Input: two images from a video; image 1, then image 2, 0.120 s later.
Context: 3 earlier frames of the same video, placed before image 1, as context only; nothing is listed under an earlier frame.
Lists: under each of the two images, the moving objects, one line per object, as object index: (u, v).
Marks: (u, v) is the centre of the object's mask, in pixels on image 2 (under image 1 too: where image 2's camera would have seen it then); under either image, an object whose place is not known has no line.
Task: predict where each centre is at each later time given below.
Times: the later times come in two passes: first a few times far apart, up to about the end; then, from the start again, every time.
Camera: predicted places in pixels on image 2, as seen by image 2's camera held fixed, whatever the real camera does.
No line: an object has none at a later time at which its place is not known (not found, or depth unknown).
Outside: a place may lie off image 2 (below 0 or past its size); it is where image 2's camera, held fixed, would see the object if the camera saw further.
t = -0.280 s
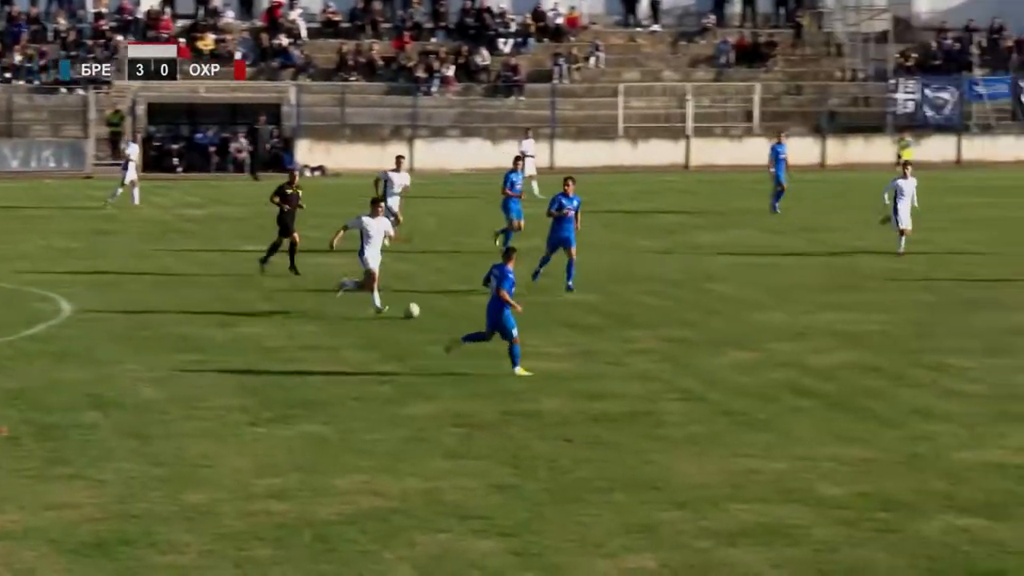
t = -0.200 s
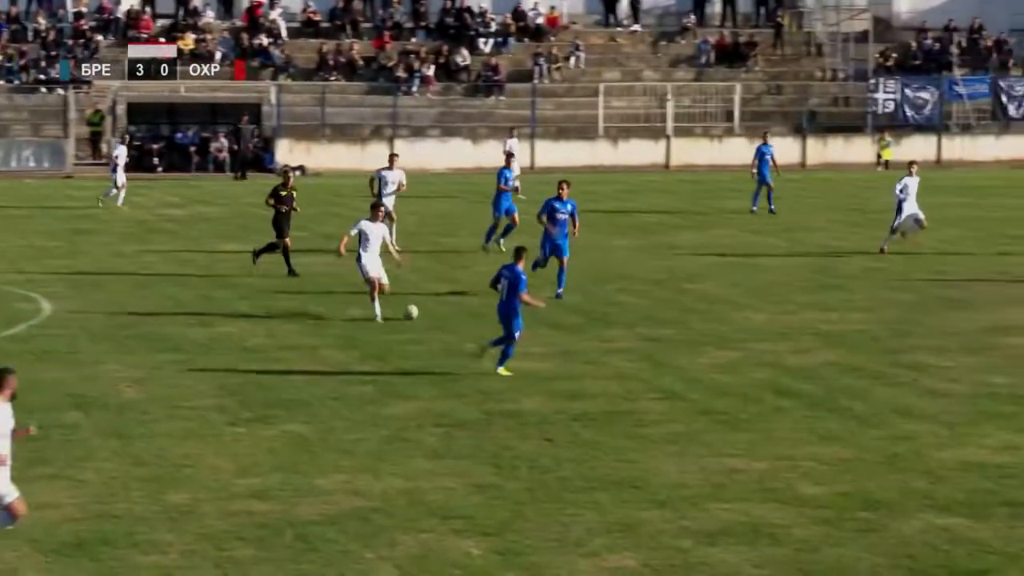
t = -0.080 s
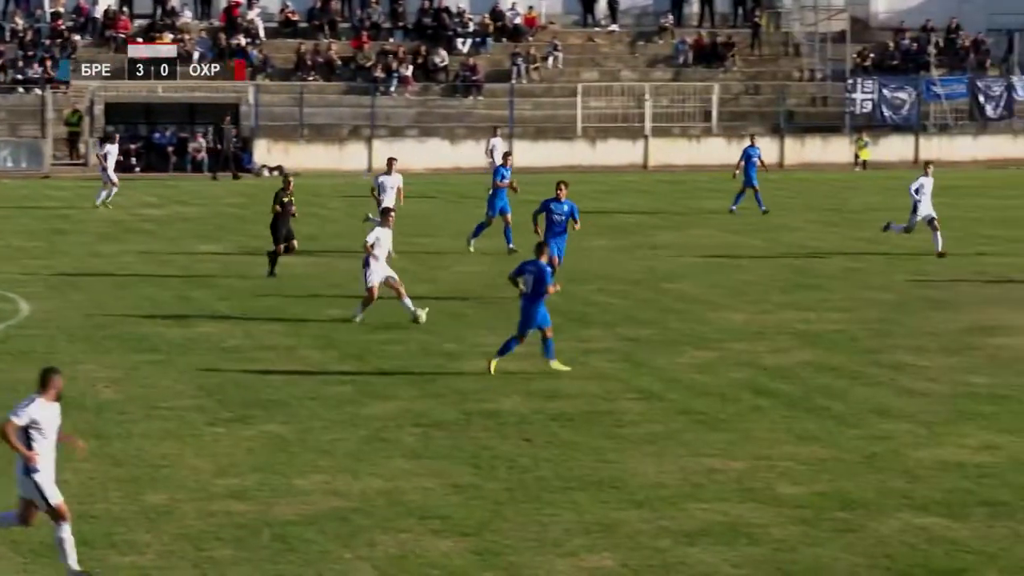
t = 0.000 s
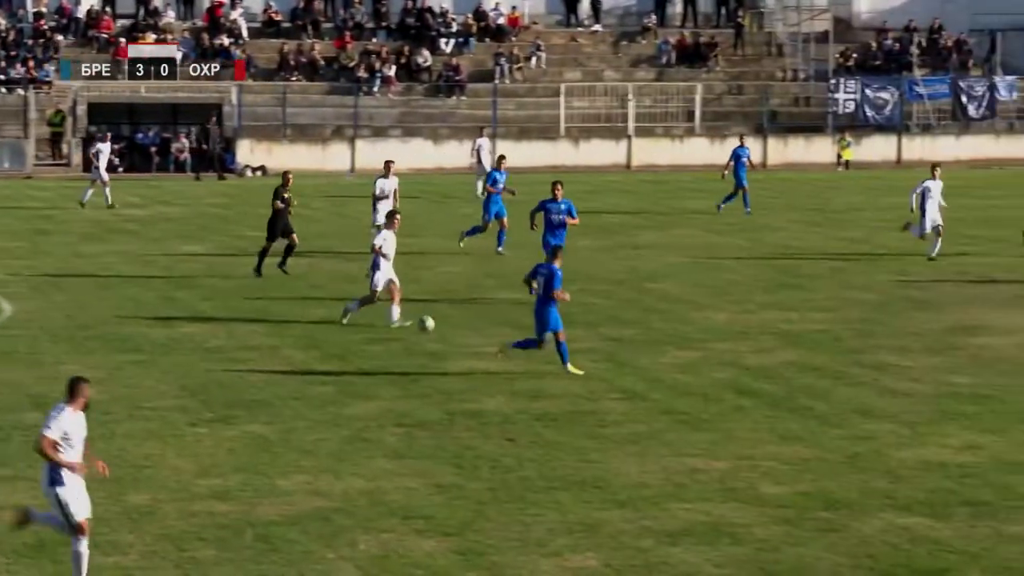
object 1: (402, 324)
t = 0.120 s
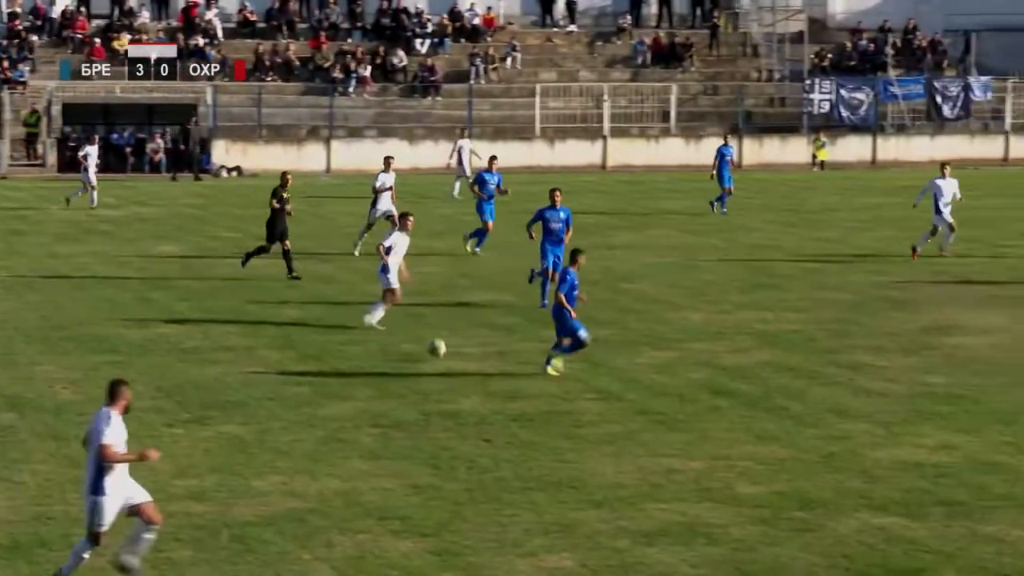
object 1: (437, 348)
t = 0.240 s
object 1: (467, 369)
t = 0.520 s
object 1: (526, 422)
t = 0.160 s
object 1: (448, 358)
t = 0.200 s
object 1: (456, 367)
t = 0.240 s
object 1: (467, 369)
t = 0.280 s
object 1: (476, 373)
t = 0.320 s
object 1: (486, 378)
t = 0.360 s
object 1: (495, 385)
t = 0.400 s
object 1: (505, 393)
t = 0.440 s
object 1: (513, 405)
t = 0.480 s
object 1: (520, 416)
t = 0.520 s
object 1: (526, 422)
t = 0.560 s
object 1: (534, 429)
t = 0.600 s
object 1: (540, 436)
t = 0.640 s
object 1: (547, 444)
